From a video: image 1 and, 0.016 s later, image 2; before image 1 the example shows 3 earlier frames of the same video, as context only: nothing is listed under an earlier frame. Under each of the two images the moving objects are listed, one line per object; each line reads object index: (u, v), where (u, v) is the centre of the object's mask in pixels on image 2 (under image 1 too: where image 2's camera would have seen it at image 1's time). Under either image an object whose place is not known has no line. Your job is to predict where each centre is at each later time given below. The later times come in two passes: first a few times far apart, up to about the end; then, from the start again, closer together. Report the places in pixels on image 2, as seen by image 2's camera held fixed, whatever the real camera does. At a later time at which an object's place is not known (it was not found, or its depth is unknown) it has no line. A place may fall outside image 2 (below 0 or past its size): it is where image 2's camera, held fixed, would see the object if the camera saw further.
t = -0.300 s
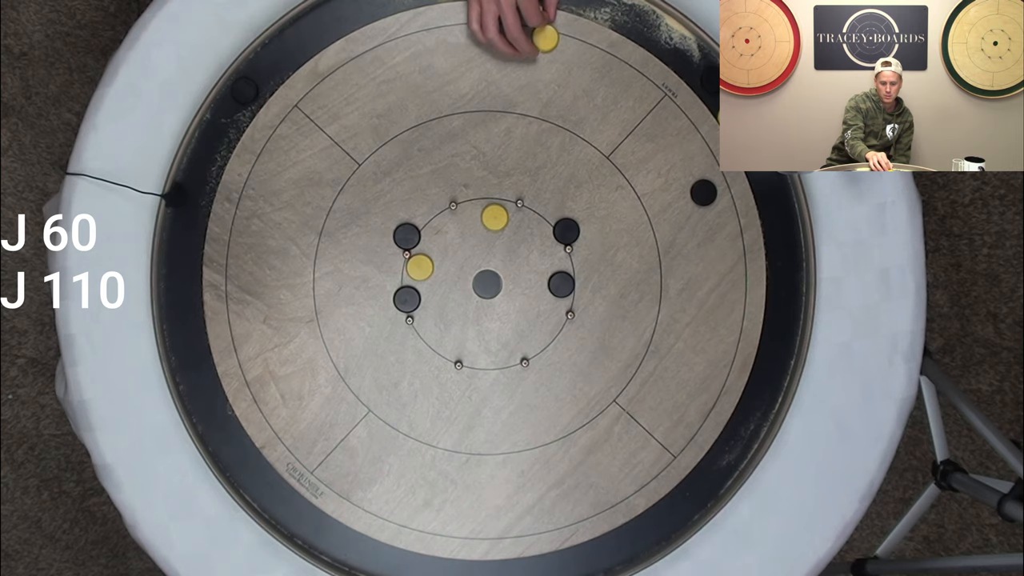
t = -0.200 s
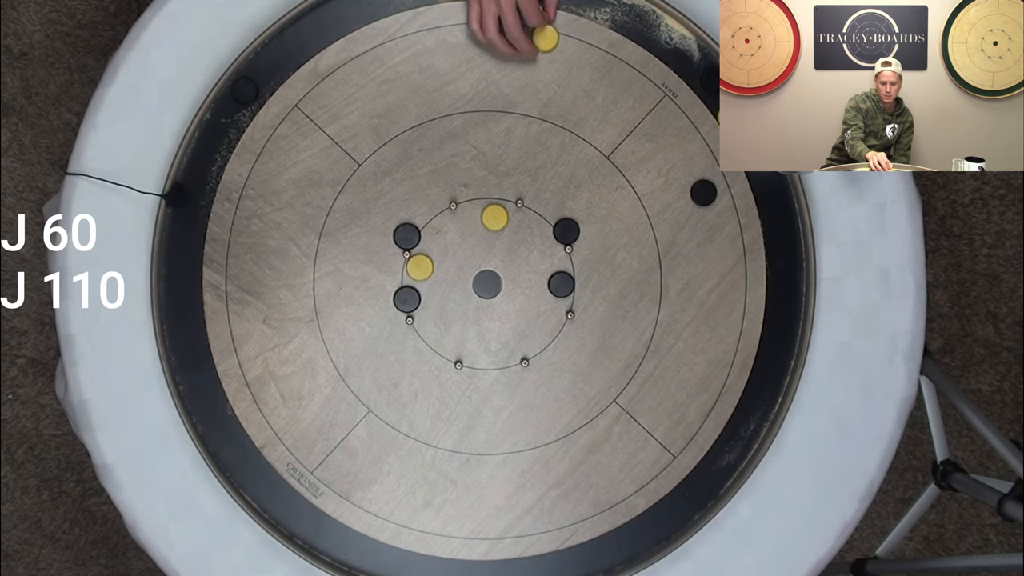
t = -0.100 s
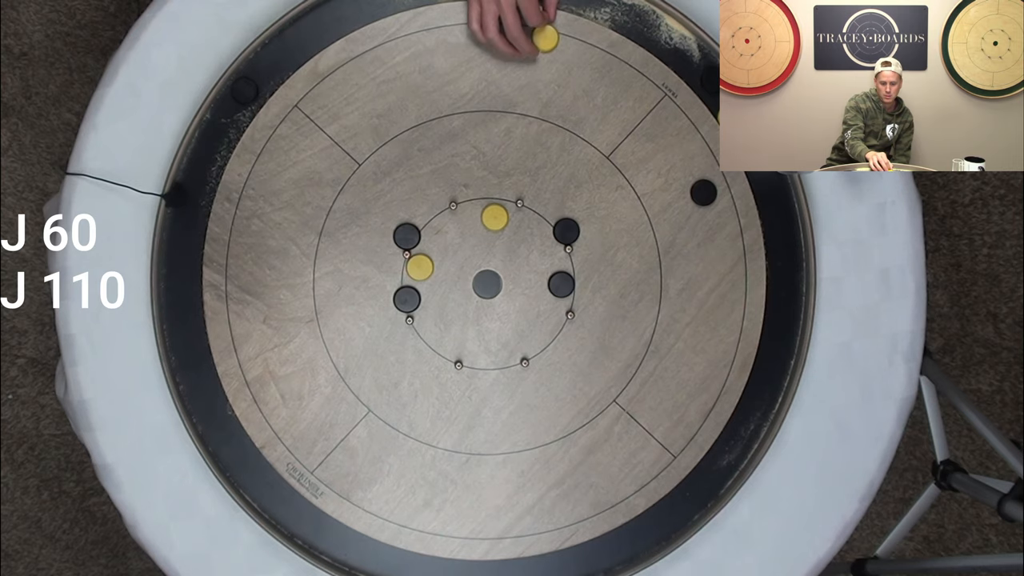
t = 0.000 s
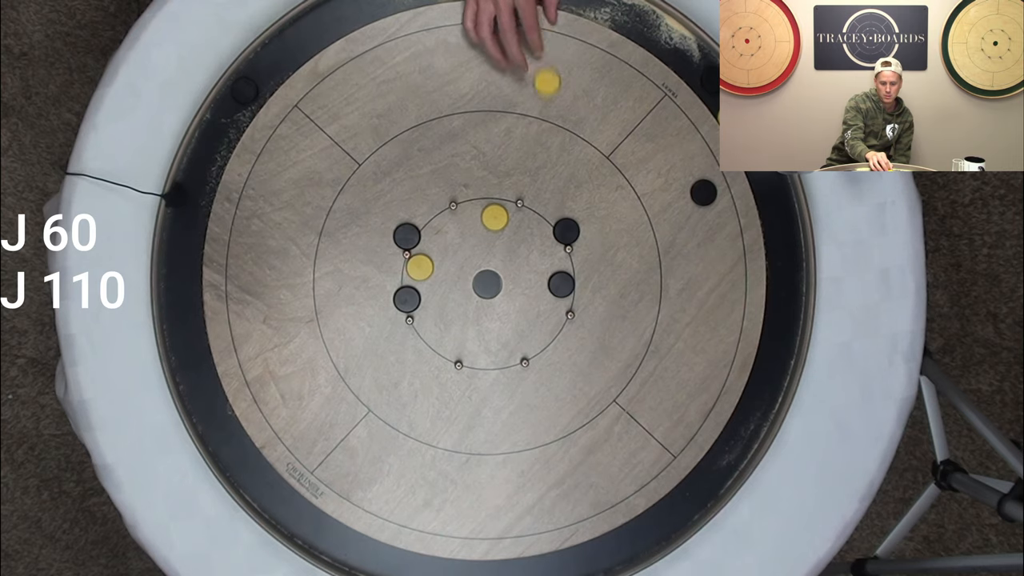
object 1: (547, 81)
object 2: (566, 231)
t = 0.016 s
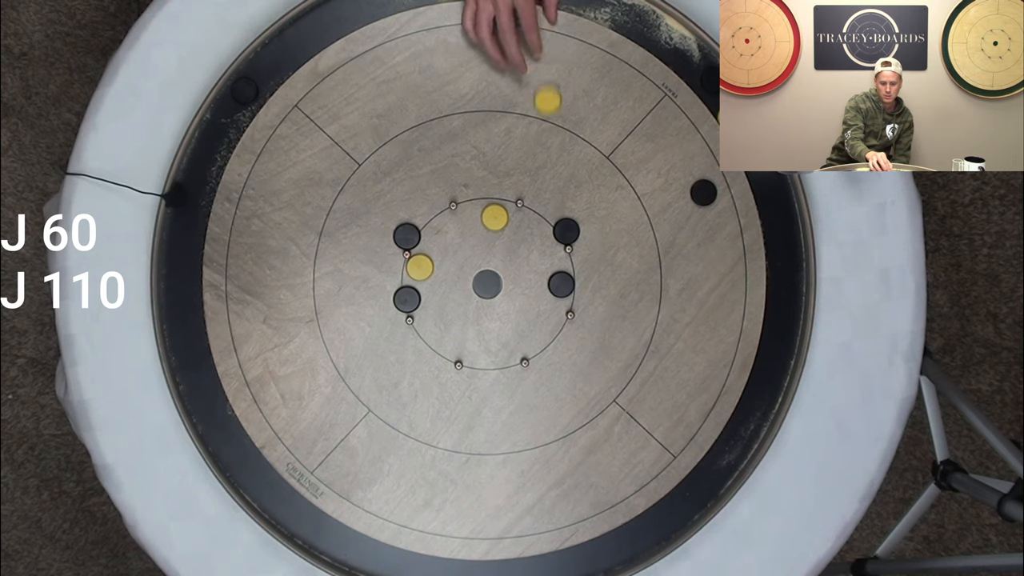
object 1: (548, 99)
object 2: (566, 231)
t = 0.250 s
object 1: (557, 232)
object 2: (596, 197)
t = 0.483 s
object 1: (551, 181)
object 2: (630, 154)
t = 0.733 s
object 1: (541, 142)
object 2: (644, 130)
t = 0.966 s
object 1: (529, 111)
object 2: (645, 126)
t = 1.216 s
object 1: (518, 84)
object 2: (645, 126)
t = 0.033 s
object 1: (548, 118)
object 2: (566, 231)
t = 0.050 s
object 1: (549, 136)
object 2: (566, 231)
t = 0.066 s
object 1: (549, 154)
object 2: (566, 231)
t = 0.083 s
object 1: (550, 172)
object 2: (566, 231)
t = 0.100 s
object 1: (550, 190)
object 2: (566, 231)
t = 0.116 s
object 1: (550, 206)
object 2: (566, 231)
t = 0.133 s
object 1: (543, 211)
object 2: (569, 228)
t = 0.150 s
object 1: (535, 213)
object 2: (574, 223)
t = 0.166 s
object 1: (539, 217)
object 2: (578, 218)
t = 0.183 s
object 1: (544, 222)
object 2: (582, 214)
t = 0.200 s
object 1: (548, 226)
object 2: (585, 210)
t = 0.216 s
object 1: (552, 229)
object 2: (589, 206)
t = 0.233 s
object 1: (556, 233)
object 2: (593, 201)
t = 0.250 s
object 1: (557, 232)
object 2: (596, 197)
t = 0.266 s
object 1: (557, 228)
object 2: (599, 193)
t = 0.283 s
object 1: (557, 223)
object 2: (602, 190)
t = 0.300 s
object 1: (556, 218)
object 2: (605, 186)
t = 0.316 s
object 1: (556, 215)
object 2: (608, 182)
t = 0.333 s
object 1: (555, 210)
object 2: (611, 179)
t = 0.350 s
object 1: (555, 207)
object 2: (614, 176)
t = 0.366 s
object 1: (554, 203)
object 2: (616, 172)
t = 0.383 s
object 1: (554, 199)
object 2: (619, 169)
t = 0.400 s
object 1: (553, 196)
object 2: (621, 166)
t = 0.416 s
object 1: (553, 193)
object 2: (623, 164)
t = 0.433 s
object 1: (552, 189)
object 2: (625, 161)
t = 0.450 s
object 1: (552, 187)
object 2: (627, 159)
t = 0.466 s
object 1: (551, 183)
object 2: (629, 156)
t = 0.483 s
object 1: (551, 181)
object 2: (630, 154)
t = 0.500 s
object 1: (550, 178)
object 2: (632, 152)
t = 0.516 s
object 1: (549, 175)
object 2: (633, 150)
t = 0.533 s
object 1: (549, 172)
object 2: (634, 148)
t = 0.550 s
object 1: (548, 169)
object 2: (635, 146)
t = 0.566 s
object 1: (548, 167)
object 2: (637, 144)
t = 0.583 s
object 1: (547, 164)
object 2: (638, 142)
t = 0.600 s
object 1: (546, 162)
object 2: (639, 141)
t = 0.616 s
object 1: (546, 159)
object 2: (640, 139)
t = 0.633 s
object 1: (545, 157)
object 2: (640, 137)
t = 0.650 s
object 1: (544, 154)
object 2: (641, 136)
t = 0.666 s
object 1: (544, 152)
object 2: (642, 134)
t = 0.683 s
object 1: (543, 149)
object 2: (643, 133)
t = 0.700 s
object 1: (542, 147)
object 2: (643, 132)
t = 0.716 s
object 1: (541, 144)
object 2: (643, 131)
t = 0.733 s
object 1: (541, 142)
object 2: (644, 130)
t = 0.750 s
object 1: (540, 140)
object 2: (644, 129)
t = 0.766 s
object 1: (539, 137)
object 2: (644, 129)
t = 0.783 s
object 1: (538, 135)
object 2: (644, 128)
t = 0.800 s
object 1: (538, 133)
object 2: (645, 128)
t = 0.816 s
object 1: (537, 131)
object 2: (645, 128)
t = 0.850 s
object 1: (535, 126)
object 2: (645, 127)
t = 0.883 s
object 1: (533, 122)
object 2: (645, 127)
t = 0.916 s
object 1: (532, 117)
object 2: (645, 127)
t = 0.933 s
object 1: (531, 115)
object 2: (645, 126)
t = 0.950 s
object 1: (530, 113)
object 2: (645, 126)
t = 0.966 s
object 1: (529, 111)
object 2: (645, 126)
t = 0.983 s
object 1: (528, 109)
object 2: (645, 126)
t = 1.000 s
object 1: (528, 107)
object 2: (645, 126)
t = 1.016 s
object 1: (527, 105)
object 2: (645, 126)
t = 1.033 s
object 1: (526, 103)
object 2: (645, 126)
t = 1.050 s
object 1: (526, 101)
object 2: (645, 126)
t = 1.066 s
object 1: (525, 100)
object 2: (645, 126)
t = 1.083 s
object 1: (524, 98)
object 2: (645, 126)
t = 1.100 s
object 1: (523, 96)
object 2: (645, 126)
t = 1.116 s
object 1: (523, 94)
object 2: (645, 126)
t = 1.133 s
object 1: (522, 92)
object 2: (645, 126)
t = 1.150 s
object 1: (521, 90)
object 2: (645, 126)
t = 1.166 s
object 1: (520, 89)
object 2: (645, 126)
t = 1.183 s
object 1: (519, 87)
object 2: (645, 126)
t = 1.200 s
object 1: (519, 86)
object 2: (645, 126)
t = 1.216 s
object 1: (518, 84)
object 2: (645, 126)
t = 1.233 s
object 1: (517, 83)
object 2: (645, 126)
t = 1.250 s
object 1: (517, 81)
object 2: (645, 126)
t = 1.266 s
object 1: (516, 80)
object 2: (645, 126)
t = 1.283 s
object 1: (516, 79)
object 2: (645, 126)
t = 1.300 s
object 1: (515, 78)
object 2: (645, 126)
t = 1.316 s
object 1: (515, 77)
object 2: (645, 126)
